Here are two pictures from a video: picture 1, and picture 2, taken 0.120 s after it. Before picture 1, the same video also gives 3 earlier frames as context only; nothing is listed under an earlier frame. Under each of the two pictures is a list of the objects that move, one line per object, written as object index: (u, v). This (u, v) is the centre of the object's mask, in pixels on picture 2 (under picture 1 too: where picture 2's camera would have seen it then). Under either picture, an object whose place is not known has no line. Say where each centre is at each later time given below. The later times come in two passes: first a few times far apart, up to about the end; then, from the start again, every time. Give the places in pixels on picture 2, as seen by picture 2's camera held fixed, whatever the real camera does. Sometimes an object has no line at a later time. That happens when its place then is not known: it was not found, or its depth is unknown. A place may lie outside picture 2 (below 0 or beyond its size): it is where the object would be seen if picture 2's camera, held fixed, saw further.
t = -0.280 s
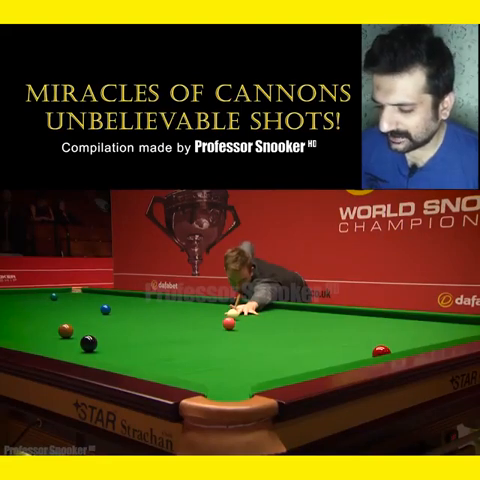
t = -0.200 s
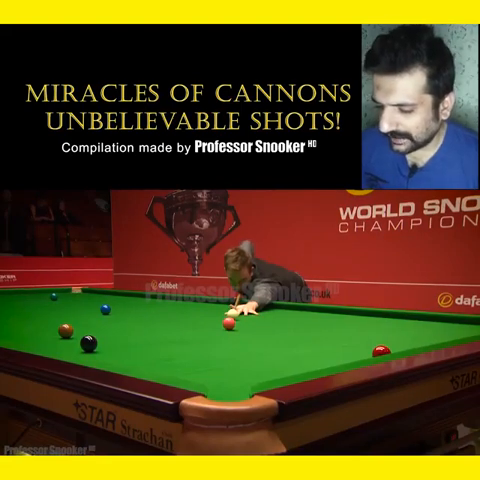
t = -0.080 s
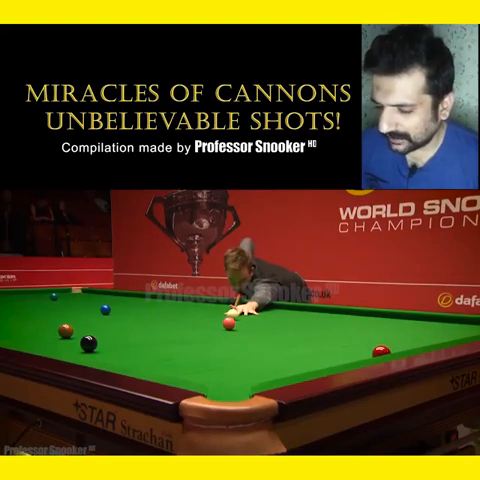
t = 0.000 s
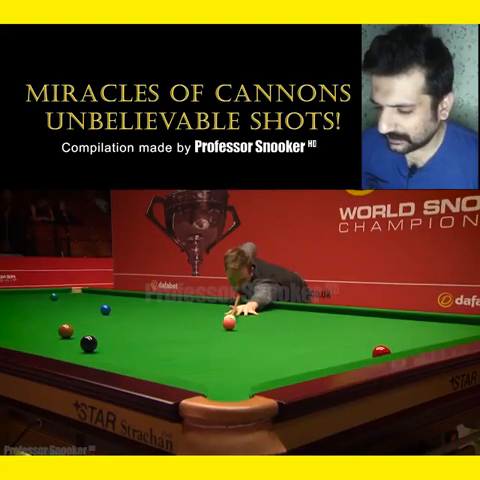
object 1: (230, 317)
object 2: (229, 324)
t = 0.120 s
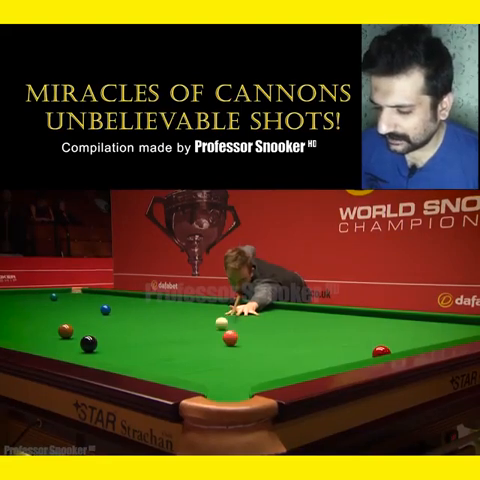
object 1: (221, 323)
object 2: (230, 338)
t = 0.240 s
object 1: (213, 325)
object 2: (232, 362)
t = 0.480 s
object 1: (195, 332)
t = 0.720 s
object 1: (173, 342)
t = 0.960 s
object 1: (145, 354)
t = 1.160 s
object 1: (116, 362)
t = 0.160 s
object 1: (219, 324)
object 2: (231, 344)
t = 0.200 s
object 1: (216, 325)
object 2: (231, 352)
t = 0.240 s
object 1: (213, 325)
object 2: (232, 362)
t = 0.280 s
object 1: (210, 326)
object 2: (233, 373)
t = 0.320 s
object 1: (208, 327)
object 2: (235, 386)
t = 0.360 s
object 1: (205, 328)
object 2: (235, 396)
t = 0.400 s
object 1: (202, 330)
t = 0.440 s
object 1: (199, 331)
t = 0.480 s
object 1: (195, 332)
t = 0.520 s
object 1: (192, 334)
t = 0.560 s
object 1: (188, 336)
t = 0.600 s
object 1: (185, 337)
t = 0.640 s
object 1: (181, 339)
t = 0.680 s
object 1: (177, 340)
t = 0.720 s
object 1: (173, 342)
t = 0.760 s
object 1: (169, 344)
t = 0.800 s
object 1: (164, 346)
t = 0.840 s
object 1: (160, 348)
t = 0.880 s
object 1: (155, 349)
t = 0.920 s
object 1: (150, 352)
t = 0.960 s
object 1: (145, 354)
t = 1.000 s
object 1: (140, 356)
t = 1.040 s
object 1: (134, 358)
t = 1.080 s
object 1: (128, 359)
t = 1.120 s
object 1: (122, 360)
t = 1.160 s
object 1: (116, 362)
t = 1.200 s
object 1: (124, 363)
